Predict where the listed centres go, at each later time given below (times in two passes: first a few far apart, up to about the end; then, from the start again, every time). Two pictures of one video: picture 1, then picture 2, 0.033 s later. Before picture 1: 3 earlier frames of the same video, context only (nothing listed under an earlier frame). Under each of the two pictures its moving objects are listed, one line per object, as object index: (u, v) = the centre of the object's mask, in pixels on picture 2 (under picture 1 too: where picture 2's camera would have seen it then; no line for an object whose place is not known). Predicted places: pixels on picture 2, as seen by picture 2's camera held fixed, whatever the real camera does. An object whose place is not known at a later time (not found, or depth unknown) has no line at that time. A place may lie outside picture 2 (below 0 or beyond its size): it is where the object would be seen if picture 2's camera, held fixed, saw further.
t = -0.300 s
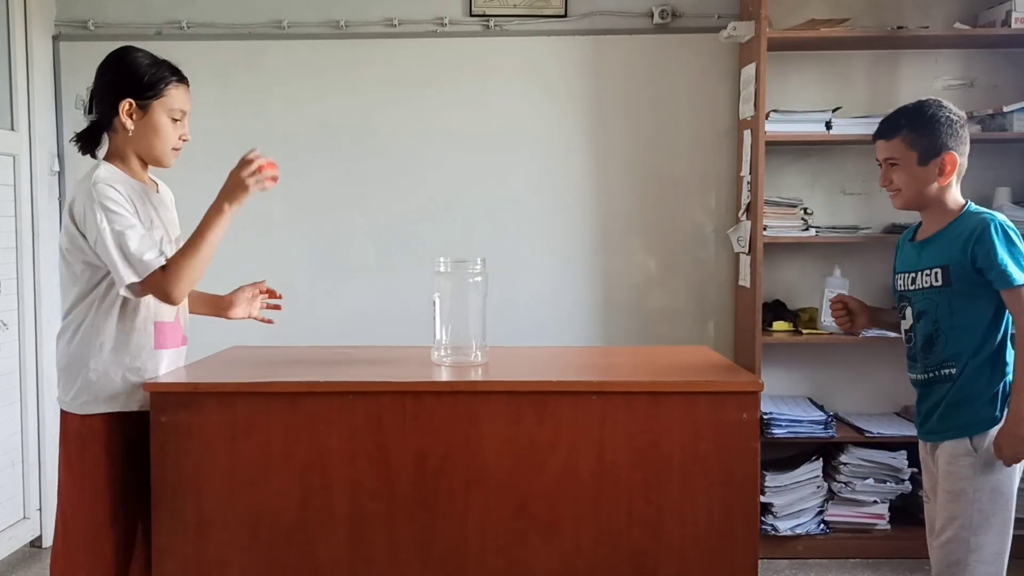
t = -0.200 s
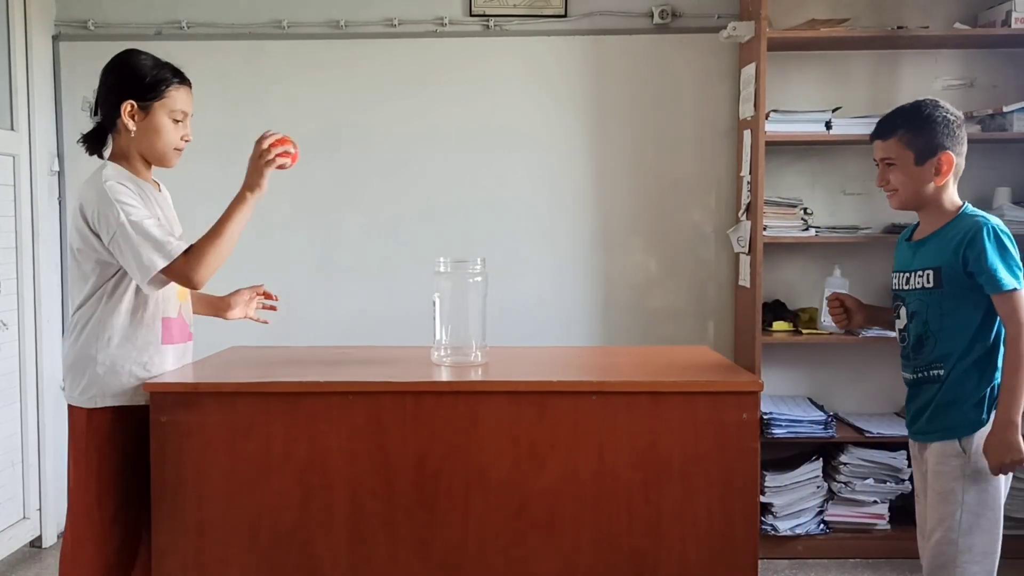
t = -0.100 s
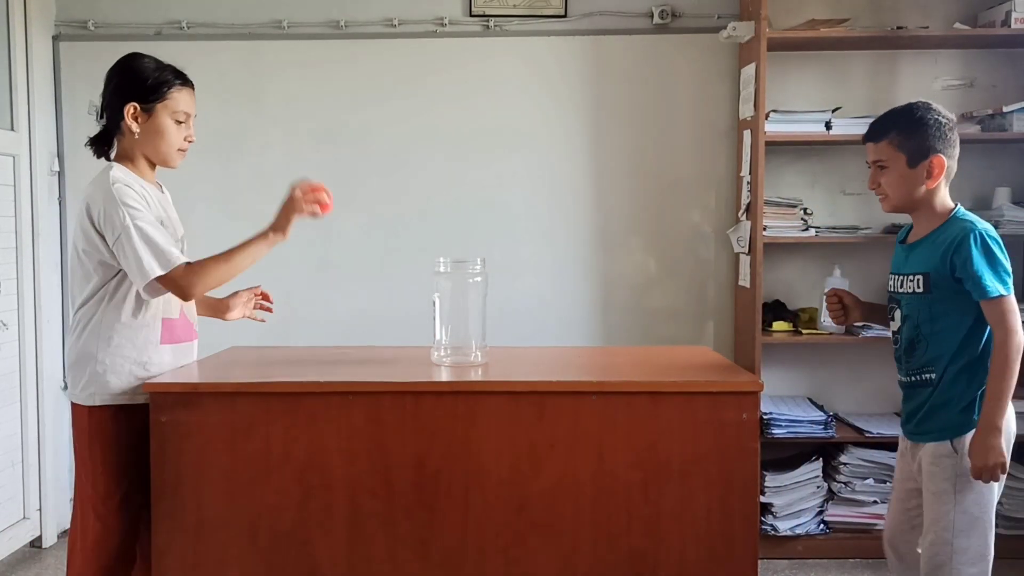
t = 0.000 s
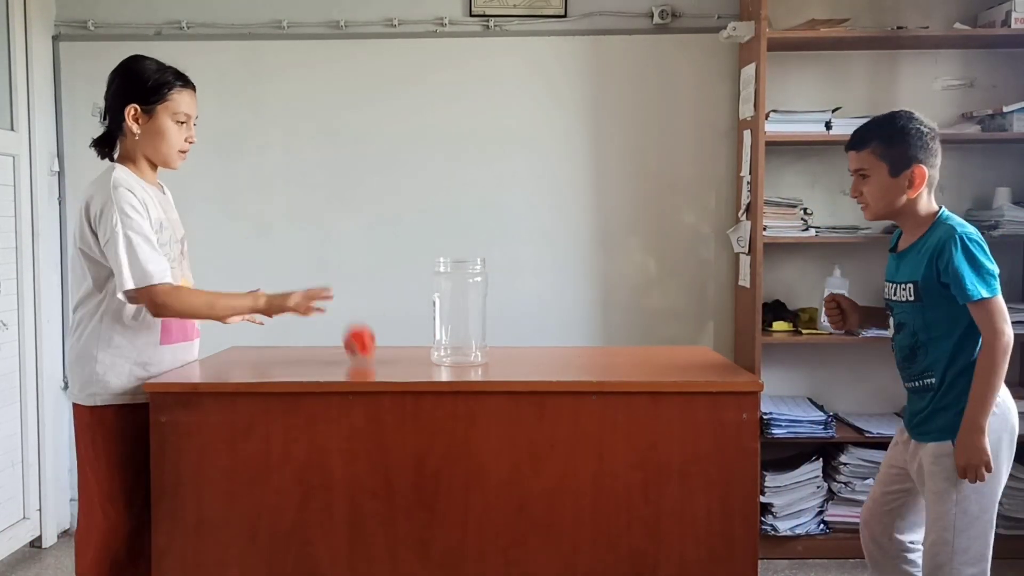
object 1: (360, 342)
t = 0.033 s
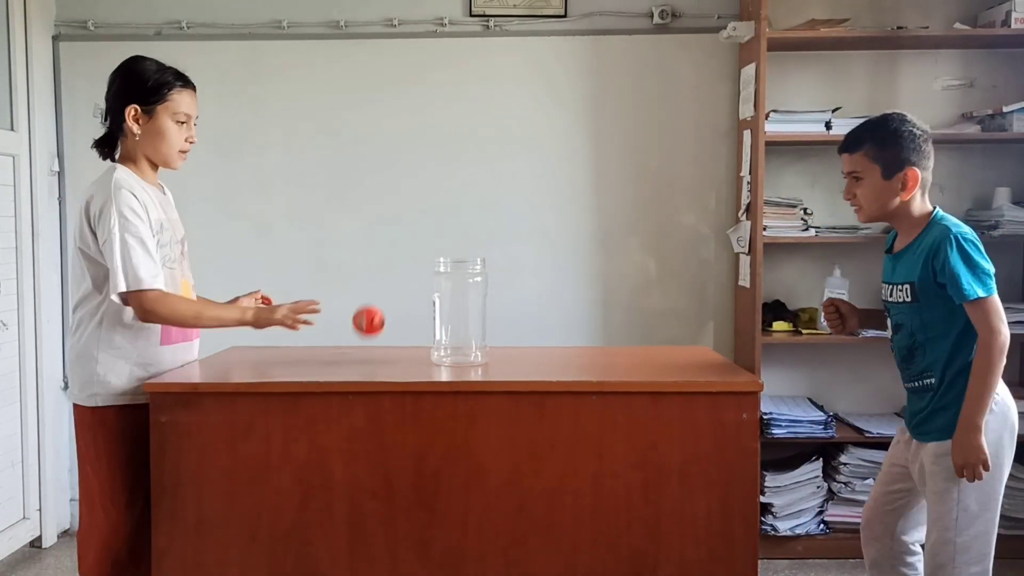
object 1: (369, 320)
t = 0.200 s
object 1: (408, 200)
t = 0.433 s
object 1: (463, 230)
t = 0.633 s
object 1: (506, 292)
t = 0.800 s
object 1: (537, 254)
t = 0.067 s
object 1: (376, 287)
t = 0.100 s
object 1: (384, 258)
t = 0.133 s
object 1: (392, 235)
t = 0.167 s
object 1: (400, 215)
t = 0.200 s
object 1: (408, 200)
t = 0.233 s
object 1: (416, 190)
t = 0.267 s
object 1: (424, 185)
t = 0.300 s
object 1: (431, 185)
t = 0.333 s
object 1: (439, 189)
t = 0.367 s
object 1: (447, 198)
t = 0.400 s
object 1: (454, 212)
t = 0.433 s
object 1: (463, 230)
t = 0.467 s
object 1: (469, 250)
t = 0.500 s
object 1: (477, 282)
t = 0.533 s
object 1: (485, 311)
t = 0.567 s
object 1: (493, 338)
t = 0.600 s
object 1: (500, 313)
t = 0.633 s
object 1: (506, 292)
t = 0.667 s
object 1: (512, 276)
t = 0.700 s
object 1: (518, 264)
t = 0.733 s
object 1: (525, 256)
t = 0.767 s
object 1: (531, 253)
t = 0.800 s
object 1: (537, 254)
